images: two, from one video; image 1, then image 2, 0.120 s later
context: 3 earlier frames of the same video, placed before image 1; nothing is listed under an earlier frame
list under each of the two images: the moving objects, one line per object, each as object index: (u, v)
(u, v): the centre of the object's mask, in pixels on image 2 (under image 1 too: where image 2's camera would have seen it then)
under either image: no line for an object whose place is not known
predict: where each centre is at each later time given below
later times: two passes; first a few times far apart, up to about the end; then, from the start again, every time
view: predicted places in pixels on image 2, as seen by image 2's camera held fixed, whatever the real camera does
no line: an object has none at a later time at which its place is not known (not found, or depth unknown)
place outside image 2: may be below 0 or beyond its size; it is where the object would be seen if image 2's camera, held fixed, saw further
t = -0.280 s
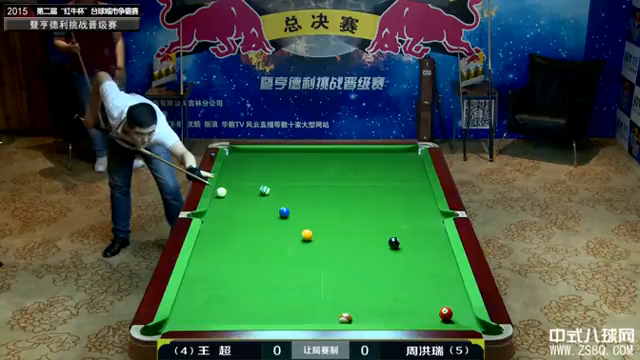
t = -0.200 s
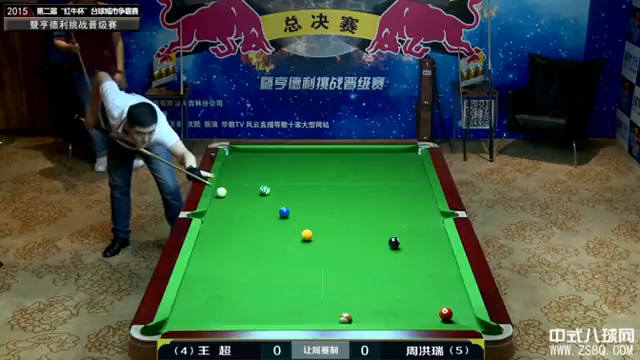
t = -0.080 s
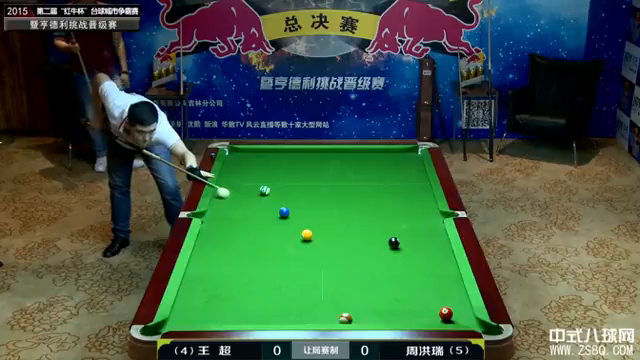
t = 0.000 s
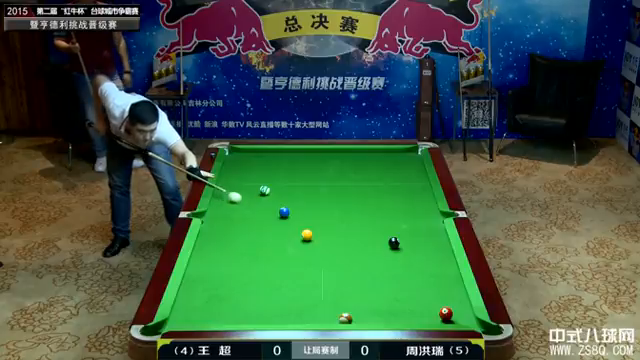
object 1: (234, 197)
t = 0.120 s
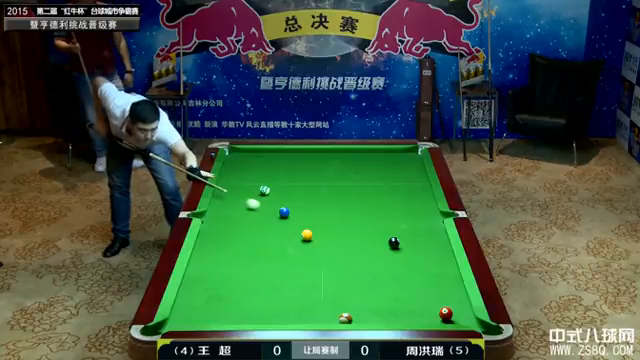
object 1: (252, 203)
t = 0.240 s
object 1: (272, 211)
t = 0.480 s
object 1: (278, 225)
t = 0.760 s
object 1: (287, 243)
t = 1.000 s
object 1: (296, 259)
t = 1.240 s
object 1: (304, 276)
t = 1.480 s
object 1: (313, 294)
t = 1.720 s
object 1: (323, 313)
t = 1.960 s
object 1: (331, 314)
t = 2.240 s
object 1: (339, 301)
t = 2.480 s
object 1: (345, 290)
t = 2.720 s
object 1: (350, 281)
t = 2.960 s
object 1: (354, 272)
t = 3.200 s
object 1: (359, 264)
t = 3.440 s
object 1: (363, 257)
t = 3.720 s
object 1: (367, 249)
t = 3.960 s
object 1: (370, 243)
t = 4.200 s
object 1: (373, 238)
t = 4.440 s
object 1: (375, 233)
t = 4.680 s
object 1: (378, 228)
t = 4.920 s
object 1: (380, 224)
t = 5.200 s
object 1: (382, 220)
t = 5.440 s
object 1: (384, 217)
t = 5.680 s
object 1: (386, 214)
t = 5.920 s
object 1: (387, 212)
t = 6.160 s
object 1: (389, 210)
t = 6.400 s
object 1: (390, 208)
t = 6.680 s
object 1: (391, 207)
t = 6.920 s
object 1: (392, 205)
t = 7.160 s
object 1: (392, 205)
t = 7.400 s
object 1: (392, 204)
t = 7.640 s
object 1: (392, 204)
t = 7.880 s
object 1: (392, 204)
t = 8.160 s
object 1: (392, 204)
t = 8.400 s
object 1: (392, 204)
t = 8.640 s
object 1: (392, 204)
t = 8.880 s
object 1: (392, 204)
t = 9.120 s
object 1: (392, 204)
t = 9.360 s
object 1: (392, 204)
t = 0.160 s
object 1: (259, 206)
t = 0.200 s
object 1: (265, 208)
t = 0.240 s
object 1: (272, 211)
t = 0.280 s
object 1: (273, 213)
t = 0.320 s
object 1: (273, 215)
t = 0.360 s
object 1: (274, 218)
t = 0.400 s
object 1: (276, 220)
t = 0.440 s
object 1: (277, 223)
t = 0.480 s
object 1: (278, 225)
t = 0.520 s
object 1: (280, 228)
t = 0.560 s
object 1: (281, 230)
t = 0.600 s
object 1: (282, 233)
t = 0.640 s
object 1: (284, 235)
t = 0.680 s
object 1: (285, 238)
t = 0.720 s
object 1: (286, 240)
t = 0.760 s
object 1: (287, 243)
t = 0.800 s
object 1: (289, 246)
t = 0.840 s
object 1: (290, 248)
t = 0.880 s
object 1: (291, 251)
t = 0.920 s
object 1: (293, 253)
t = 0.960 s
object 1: (294, 256)
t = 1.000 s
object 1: (296, 259)
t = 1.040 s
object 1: (297, 262)
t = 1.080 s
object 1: (298, 264)
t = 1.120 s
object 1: (300, 267)
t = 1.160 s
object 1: (301, 270)
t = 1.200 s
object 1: (303, 273)
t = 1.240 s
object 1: (304, 276)
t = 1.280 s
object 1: (306, 279)
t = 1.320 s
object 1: (307, 282)
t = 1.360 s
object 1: (309, 285)
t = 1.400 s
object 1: (310, 288)
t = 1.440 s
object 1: (312, 291)
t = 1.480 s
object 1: (313, 294)
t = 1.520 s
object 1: (315, 298)
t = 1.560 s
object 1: (316, 301)
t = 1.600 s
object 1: (318, 304)
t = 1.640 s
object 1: (320, 307)
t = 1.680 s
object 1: (321, 310)
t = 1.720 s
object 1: (323, 313)
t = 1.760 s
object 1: (325, 315)
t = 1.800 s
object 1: (327, 318)
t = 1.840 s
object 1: (329, 319)
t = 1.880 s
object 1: (329, 318)
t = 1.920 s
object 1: (330, 316)
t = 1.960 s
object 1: (331, 314)
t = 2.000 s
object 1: (332, 312)
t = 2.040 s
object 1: (334, 311)
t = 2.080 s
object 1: (335, 308)
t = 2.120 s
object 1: (336, 307)
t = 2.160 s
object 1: (337, 305)
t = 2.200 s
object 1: (338, 303)
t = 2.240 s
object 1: (339, 301)
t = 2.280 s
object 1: (340, 299)
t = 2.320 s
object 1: (341, 298)
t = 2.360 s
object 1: (341, 296)
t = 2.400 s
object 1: (343, 294)
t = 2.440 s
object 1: (344, 292)
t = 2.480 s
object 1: (345, 290)
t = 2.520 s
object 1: (345, 289)
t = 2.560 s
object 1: (346, 287)
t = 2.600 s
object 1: (347, 286)
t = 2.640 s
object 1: (348, 284)
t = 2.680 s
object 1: (349, 283)
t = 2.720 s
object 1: (350, 281)
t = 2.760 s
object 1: (350, 280)
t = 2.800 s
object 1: (351, 278)
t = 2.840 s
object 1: (352, 276)
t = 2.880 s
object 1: (353, 275)
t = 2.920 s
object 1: (354, 274)
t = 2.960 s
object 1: (354, 272)
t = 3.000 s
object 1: (355, 271)
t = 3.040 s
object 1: (356, 270)
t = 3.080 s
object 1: (357, 268)
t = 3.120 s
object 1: (358, 267)
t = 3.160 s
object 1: (358, 266)
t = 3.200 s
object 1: (359, 264)
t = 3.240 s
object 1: (360, 263)
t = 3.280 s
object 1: (360, 262)
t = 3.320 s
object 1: (361, 261)
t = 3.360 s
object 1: (361, 260)
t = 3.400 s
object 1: (362, 258)
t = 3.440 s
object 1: (363, 257)
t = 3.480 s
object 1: (363, 256)
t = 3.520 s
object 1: (364, 255)
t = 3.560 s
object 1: (364, 253)
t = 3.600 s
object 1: (365, 252)
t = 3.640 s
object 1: (365, 251)
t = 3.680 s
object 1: (366, 250)
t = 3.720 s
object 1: (367, 249)
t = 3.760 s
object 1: (367, 248)
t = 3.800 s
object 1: (368, 247)
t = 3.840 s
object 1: (368, 246)
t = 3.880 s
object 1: (369, 245)
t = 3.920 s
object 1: (369, 244)
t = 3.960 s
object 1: (370, 243)
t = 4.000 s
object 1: (370, 242)
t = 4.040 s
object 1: (371, 241)
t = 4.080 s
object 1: (371, 240)
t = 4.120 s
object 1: (372, 240)
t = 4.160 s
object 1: (372, 239)
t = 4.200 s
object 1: (373, 238)
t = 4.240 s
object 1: (373, 237)
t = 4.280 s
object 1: (374, 236)
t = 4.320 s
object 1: (374, 235)
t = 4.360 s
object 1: (374, 234)
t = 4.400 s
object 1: (375, 234)
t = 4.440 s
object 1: (375, 233)
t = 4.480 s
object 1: (376, 232)
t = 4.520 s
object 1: (376, 231)
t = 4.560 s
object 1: (377, 230)
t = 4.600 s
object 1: (377, 230)
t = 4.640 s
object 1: (377, 229)
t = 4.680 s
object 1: (378, 228)
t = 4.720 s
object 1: (378, 228)
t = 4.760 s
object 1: (378, 227)
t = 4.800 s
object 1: (379, 226)
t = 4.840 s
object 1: (379, 226)
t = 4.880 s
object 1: (379, 225)
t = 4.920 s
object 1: (380, 224)
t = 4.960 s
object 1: (380, 224)
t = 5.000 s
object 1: (380, 223)
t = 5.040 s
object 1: (381, 222)
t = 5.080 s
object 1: (381, 222)
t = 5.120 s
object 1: (381, 221)
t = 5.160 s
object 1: (382, 221)
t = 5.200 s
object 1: (382, 220)
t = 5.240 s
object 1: (382, 220)
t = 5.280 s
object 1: (383, 219)
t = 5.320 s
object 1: (383, 219)
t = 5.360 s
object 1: (383, 218)
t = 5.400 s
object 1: (384, 218)
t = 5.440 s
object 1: (384, 217)
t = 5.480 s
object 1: (384, 216)
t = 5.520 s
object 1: (385, 216)
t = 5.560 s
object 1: (385, 216)
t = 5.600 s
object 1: (385, 215)
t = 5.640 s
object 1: (385, 215)
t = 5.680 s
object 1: (386, 214)
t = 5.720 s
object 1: (386, 214)
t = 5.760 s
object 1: (386, 213)
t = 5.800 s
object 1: (386, 213)
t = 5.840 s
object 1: (387, 213)
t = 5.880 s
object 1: (387, 212)
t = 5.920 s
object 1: (387, 212)
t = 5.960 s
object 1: (387, 211)
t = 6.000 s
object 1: (388, 211)
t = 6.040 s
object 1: (388, 211)
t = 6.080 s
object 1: (388, 210)
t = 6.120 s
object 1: (388, 210)
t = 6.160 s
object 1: (389, 210)
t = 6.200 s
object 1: (389, 210)
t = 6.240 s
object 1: (389, 209)
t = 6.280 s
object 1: (389, 209)
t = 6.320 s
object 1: (389, 209)
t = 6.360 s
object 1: (390, 208)
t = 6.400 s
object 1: (390, 208)
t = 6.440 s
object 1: (390, 208)
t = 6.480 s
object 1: (391, 207)
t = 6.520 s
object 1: (391, 207)
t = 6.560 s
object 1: (391, 207)
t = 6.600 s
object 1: (391, 207)
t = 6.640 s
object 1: (391, 207)
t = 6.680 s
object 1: (391, 207)
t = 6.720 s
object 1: (391, 206)
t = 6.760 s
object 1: (391, 206)
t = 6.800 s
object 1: (392, 205)
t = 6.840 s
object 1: (392, 205)
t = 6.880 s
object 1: (391, 205)
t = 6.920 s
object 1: (392, 205)
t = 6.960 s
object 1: (392, 205)
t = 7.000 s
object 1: (392, 205)
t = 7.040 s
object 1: (392, 205)
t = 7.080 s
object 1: (392, 205)
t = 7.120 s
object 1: (392, 205)
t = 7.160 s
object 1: (392, 205)
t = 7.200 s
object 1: (392, 204)
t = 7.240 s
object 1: (392, 204)
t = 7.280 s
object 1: (392, 204)
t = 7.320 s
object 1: (392, 204)
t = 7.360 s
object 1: (392, 204)
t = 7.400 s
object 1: (392, 204)
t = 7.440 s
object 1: (392, 204)
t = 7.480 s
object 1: (392, 204)
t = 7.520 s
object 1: (392, 204)
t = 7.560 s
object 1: (392, 204)
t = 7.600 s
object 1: (392, 204)
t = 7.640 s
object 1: (392, 204)
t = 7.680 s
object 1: (392, 204)
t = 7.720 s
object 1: (392, 204)
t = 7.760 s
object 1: (392, 204)
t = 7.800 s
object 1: (392, 204)
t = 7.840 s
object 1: (392, 204)
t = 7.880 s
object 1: (392, 204)
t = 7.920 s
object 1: (392, 204)
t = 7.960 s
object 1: (392, 204)
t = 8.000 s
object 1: (392, 204)
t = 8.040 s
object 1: (392, 204)
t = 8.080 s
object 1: (392, 204)
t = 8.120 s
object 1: (392, 204)
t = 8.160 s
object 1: (392, 204)
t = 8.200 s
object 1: (392, 204)
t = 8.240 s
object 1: (392, 204)
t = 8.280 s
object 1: (392, 204)
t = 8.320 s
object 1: (392, 204)
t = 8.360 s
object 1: (392, 204)
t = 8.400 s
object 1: (392, 204)
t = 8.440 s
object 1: (392, 204)
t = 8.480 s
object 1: (392, 204)
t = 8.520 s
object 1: (392, 204)
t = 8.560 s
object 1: (392, 204)
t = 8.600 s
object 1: (392, 204)
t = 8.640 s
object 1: (392, 204)
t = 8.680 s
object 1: (392, 204)
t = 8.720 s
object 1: (392, 204)
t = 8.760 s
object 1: (392, 204)
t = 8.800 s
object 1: (392, 204)
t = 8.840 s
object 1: (392, 204)
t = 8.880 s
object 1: (392, 204)
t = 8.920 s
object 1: (392, 204)
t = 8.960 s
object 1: (392, 204)
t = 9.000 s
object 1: (392, 204)
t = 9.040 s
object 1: (392, 204)
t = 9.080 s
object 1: (392, 204)
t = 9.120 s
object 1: (392, 204)
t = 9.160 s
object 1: (392, 204)
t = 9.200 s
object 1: (392, 204)
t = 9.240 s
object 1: (392, 204)
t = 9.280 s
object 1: (392, 204)
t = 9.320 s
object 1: (392, 204)
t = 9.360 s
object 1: (392, 204)
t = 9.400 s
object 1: (392, 204)
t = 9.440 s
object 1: (392, 204)
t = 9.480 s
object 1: (392, 204)
